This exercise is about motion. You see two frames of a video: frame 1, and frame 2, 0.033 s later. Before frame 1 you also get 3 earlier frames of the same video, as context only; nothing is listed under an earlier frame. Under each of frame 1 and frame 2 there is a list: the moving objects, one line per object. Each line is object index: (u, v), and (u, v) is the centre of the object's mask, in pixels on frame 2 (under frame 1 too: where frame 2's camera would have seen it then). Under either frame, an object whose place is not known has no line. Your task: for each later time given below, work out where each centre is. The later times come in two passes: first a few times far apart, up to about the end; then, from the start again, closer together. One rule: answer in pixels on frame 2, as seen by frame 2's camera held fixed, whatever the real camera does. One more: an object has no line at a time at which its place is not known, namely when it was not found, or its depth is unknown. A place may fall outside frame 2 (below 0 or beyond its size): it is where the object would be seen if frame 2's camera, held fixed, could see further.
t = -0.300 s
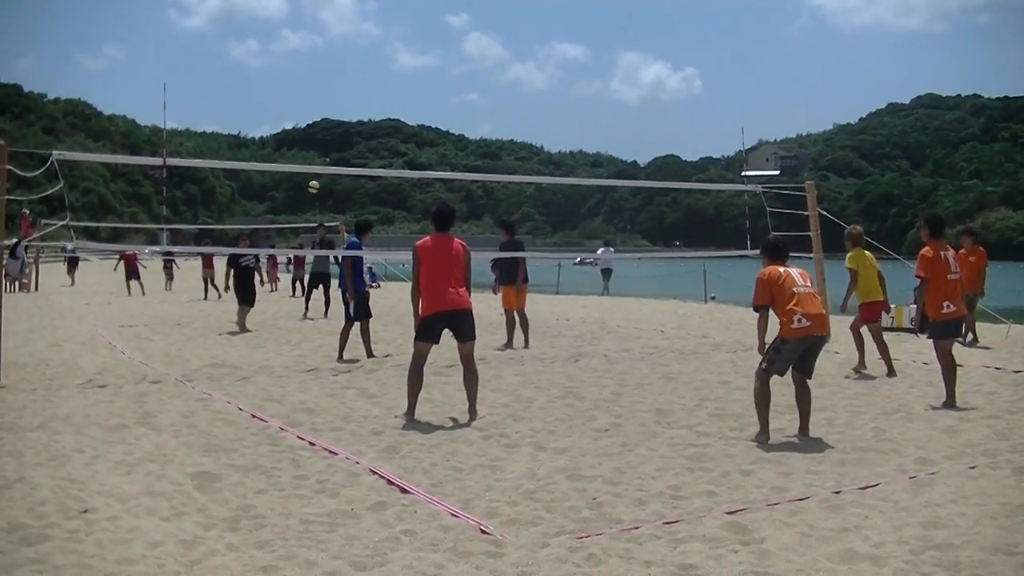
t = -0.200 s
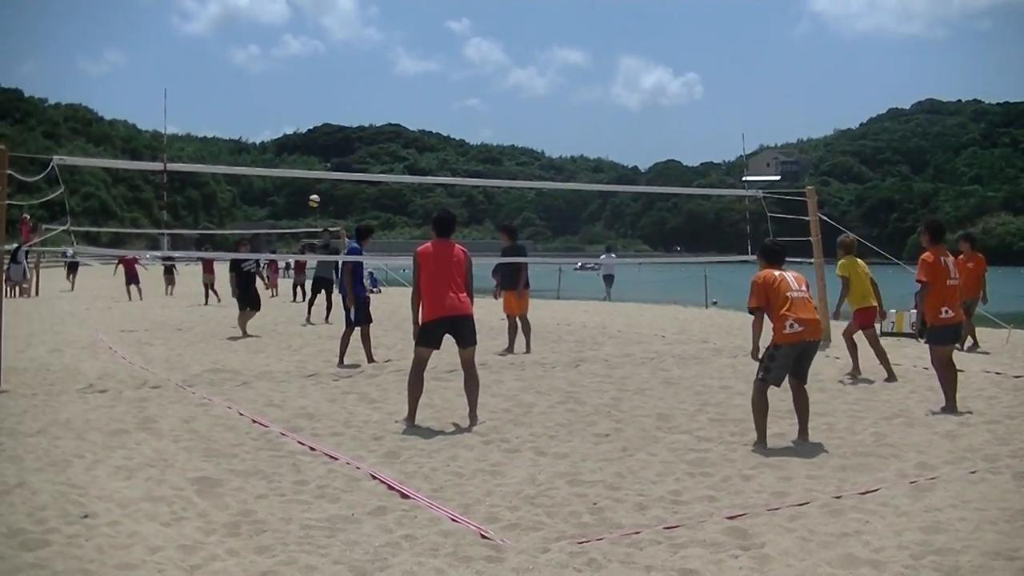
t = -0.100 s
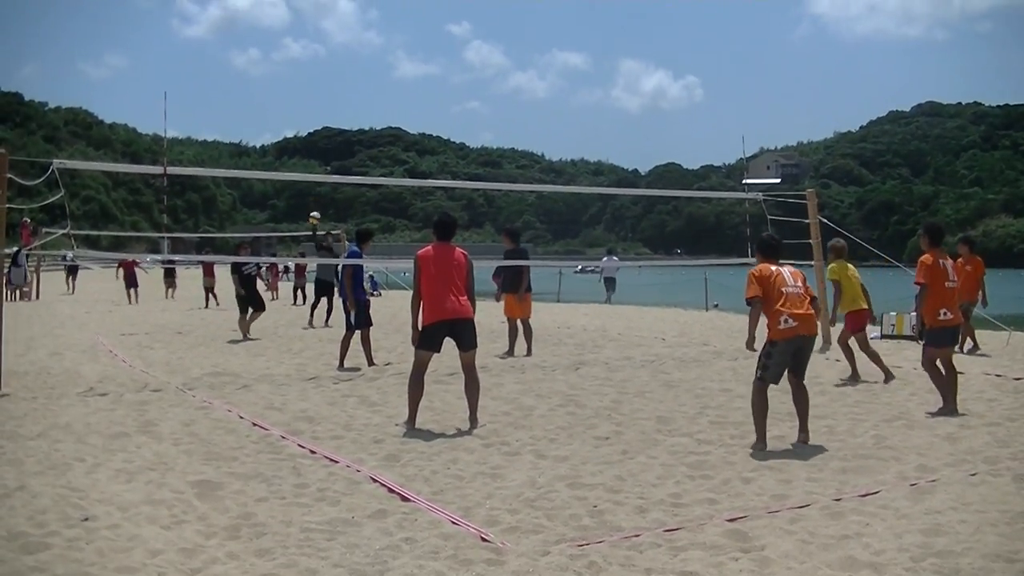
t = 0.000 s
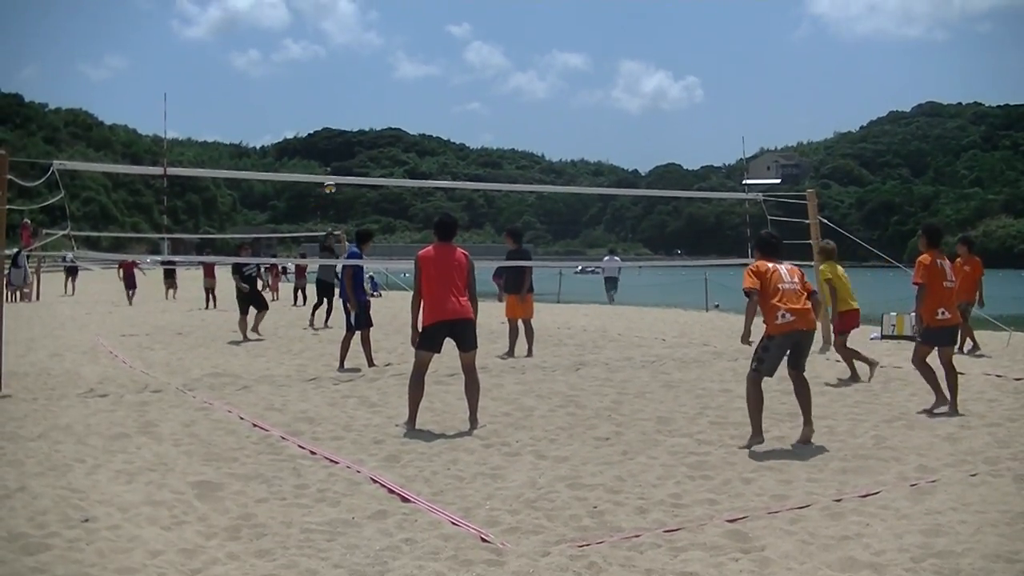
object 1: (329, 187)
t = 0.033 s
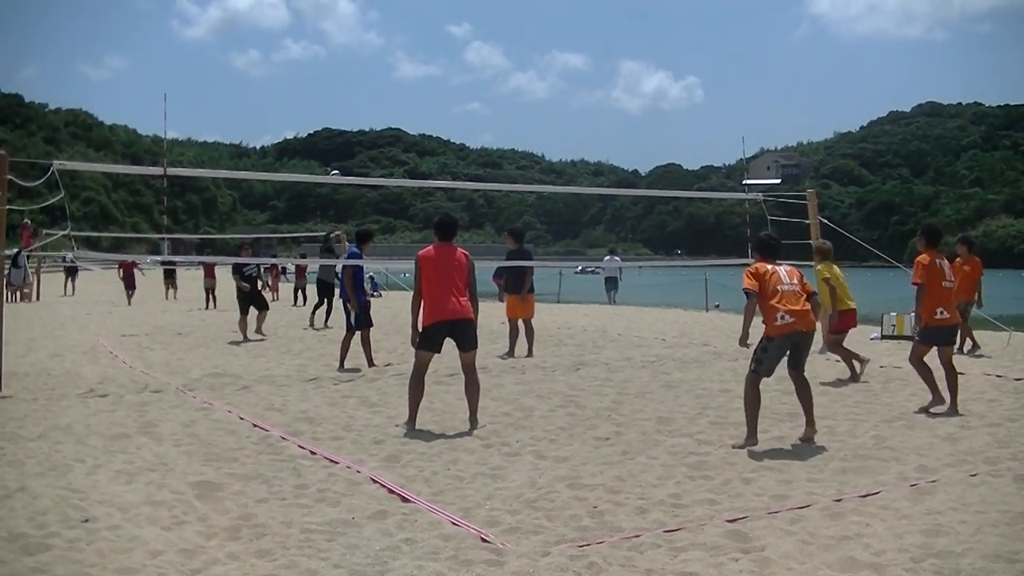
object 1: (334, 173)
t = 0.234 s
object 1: (372, 120)
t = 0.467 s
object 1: (424, 73)
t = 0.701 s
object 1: (493, 55)
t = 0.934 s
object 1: (583, 82)
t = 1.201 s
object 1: (710, 194)
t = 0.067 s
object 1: (341, 167)
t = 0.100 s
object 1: (347, 157)
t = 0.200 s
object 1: (366, 128)
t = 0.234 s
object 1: (372, 120)
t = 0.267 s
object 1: (379, 111)
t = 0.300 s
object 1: (385, 104)
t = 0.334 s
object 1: (392, 96)
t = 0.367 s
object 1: (400, 90)
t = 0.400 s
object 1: (407, 84)
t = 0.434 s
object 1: (415, 78)
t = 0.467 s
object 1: (424, 73)
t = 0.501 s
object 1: (433, 69)
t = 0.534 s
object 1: (442, 65)
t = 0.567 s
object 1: (451, 61)
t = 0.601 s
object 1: (461, 58)
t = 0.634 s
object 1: (471, 57)
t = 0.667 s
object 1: (482, 55)
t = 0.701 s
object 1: (493, 55)
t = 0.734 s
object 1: (504, 56)
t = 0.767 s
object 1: (517, 58)
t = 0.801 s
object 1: (529, 61)
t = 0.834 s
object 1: (542, 65)
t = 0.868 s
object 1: (555, 70)
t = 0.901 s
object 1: (569, 76)
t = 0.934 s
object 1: (583, 82)
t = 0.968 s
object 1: (597, 91)
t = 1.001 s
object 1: (612, 101)
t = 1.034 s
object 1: (628, 113)
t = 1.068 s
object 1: (643, 125)
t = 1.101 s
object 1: (660, 140)
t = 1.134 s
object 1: (677, 156)
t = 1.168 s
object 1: (693, 175)
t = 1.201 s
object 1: (710, 194)
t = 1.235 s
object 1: (729, 216)
